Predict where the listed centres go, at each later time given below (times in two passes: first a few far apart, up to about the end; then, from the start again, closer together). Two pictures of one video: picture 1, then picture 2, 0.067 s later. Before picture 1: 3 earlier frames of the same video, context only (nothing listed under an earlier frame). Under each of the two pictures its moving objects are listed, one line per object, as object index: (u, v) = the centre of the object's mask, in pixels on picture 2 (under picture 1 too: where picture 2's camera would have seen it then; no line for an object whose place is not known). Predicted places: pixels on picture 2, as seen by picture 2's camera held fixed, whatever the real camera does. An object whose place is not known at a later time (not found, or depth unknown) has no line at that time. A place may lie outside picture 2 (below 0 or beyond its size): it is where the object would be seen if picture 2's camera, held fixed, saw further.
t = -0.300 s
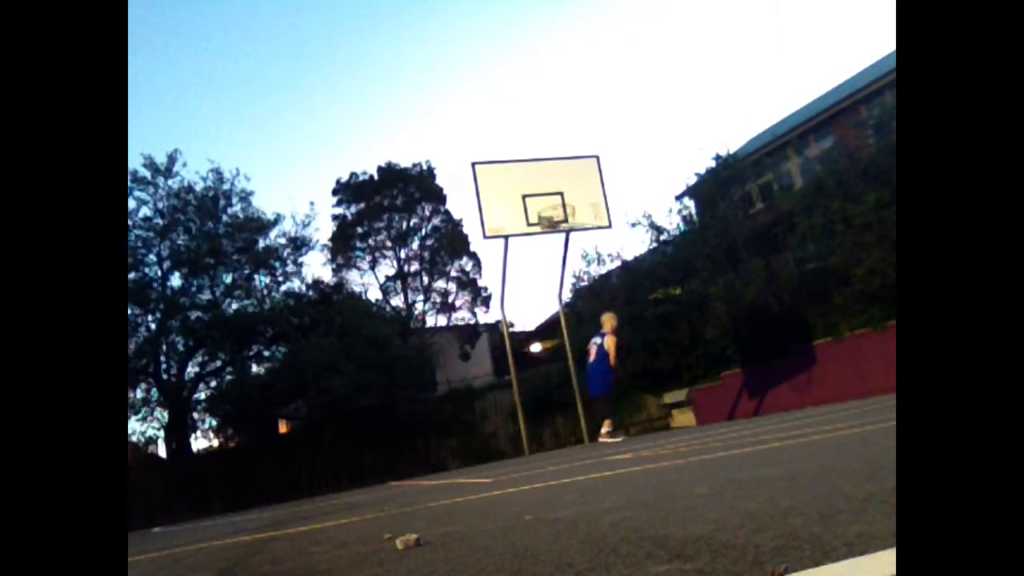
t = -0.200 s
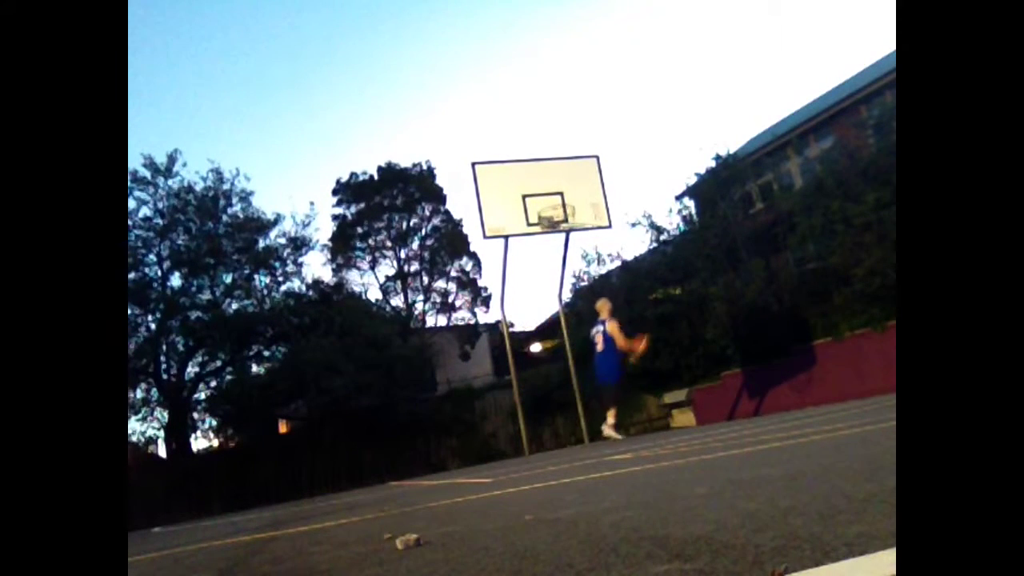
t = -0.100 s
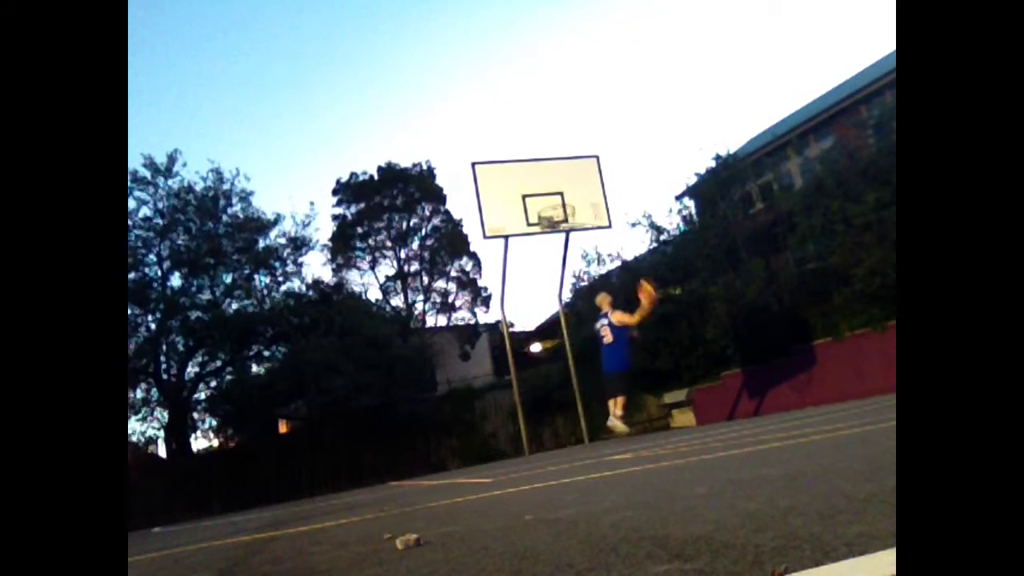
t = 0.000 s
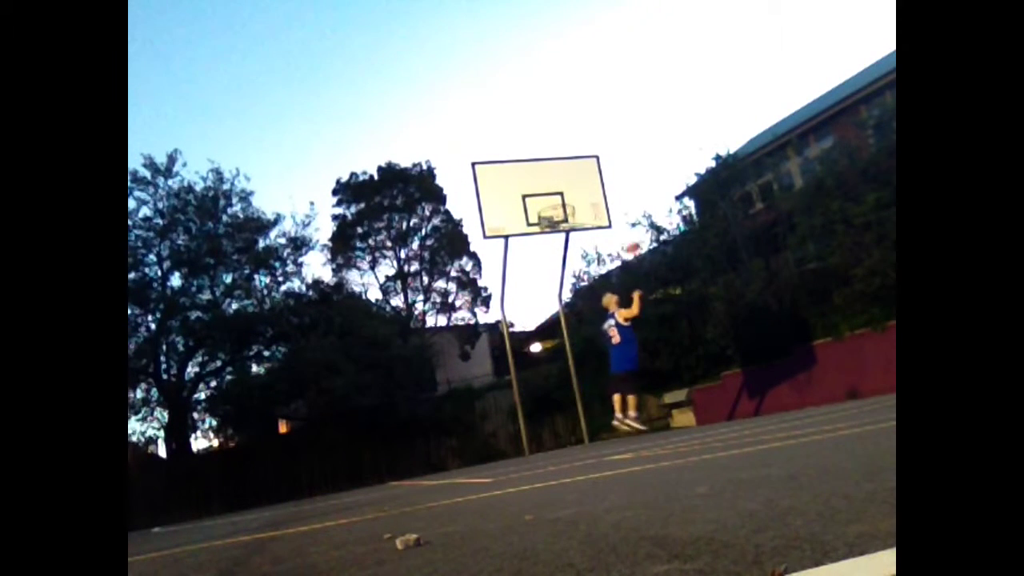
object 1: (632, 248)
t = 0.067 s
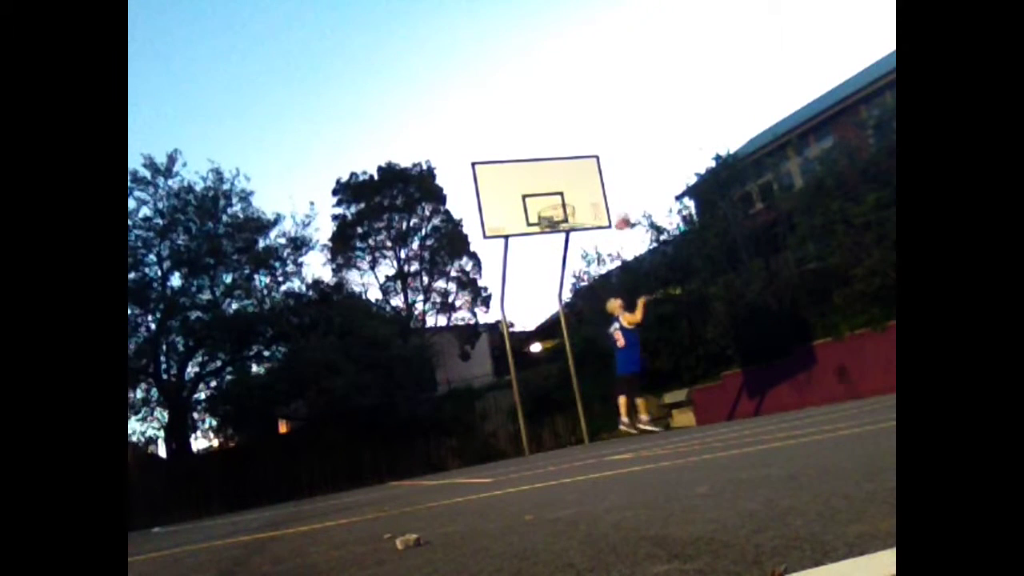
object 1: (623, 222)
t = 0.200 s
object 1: (605, 187)
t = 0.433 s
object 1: (587, 158)
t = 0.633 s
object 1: (570, 158)
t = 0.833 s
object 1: (559, 185)
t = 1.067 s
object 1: (561, 247)
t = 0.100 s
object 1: (618, 214)
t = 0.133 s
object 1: (613, 203)
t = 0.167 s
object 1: (609, 195)
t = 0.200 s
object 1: (605, 187)
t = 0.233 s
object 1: (602, 180)
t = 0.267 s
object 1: (599, 174)
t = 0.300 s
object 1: (596, 170)
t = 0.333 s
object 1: (594, 166)
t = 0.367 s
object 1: (591, 164)
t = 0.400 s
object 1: (590, 161)
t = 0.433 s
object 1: (587, 158)
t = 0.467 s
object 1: (583, 157)
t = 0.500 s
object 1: (580, 155)
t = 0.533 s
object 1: (577, 155)
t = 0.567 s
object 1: (574, 155)
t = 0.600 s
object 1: (572, 156)
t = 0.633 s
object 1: (570, 158)
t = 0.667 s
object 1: (568, 161)
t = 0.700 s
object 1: (566, 164)
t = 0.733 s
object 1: (563, 168)
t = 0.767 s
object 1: (562, 173)
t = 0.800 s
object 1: (560, 179)
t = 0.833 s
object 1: (559, 185)
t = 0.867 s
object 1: (557, 193)
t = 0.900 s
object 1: (556, 201)
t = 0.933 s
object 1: (555, 210)
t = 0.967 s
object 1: (555, 218)
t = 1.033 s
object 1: (560, 236)
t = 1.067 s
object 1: (561, 247)
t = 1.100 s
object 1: (563, 259)
